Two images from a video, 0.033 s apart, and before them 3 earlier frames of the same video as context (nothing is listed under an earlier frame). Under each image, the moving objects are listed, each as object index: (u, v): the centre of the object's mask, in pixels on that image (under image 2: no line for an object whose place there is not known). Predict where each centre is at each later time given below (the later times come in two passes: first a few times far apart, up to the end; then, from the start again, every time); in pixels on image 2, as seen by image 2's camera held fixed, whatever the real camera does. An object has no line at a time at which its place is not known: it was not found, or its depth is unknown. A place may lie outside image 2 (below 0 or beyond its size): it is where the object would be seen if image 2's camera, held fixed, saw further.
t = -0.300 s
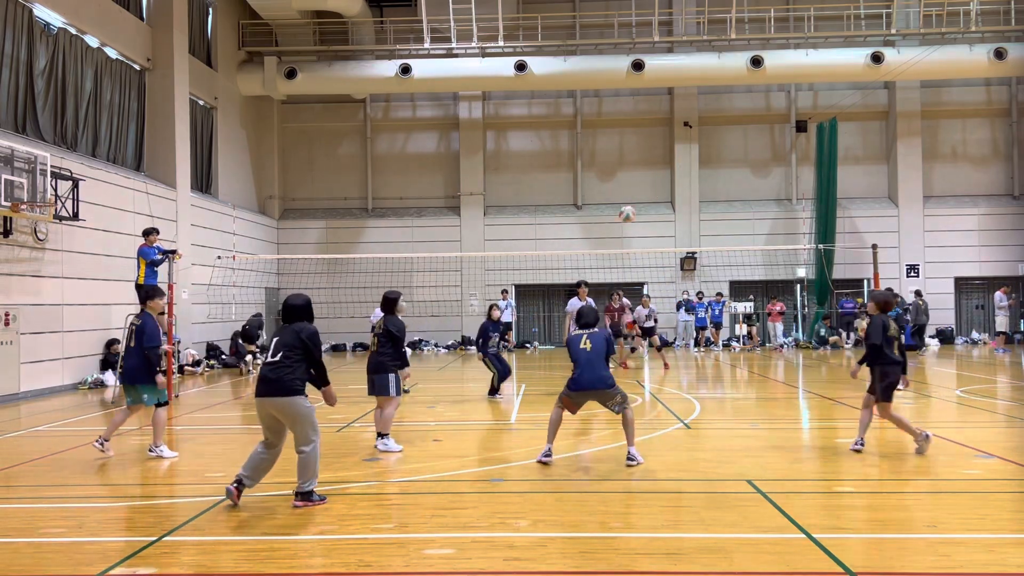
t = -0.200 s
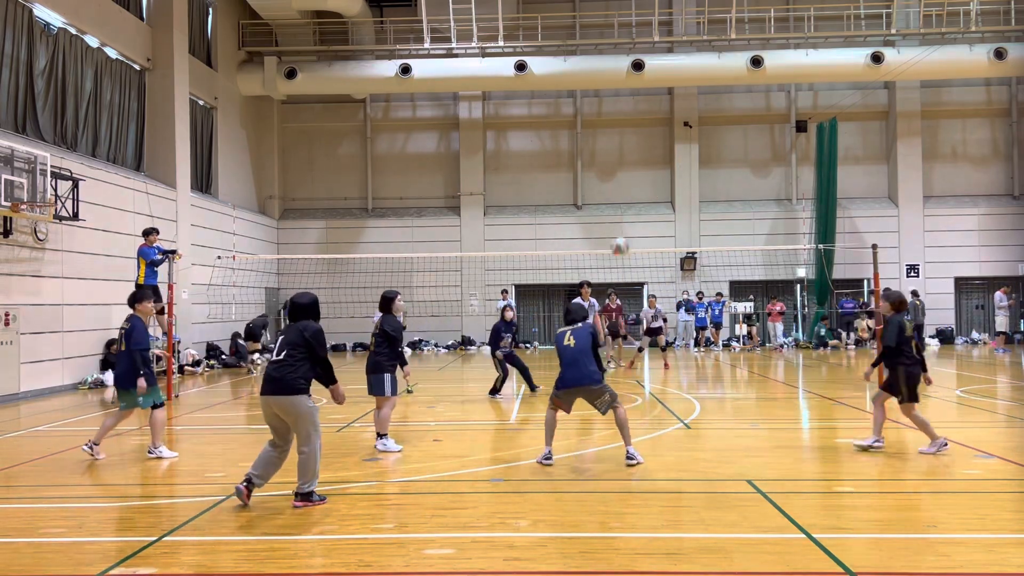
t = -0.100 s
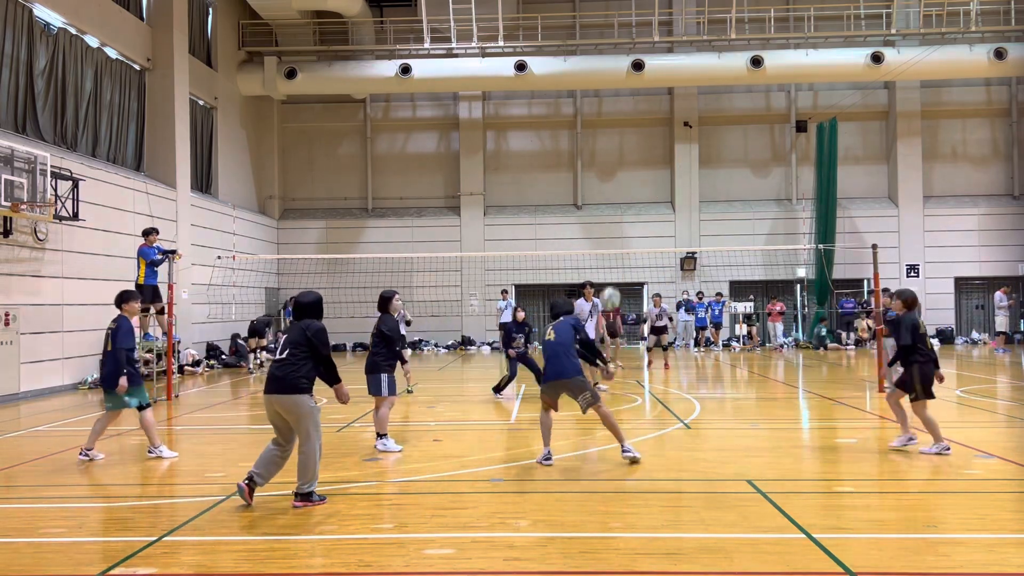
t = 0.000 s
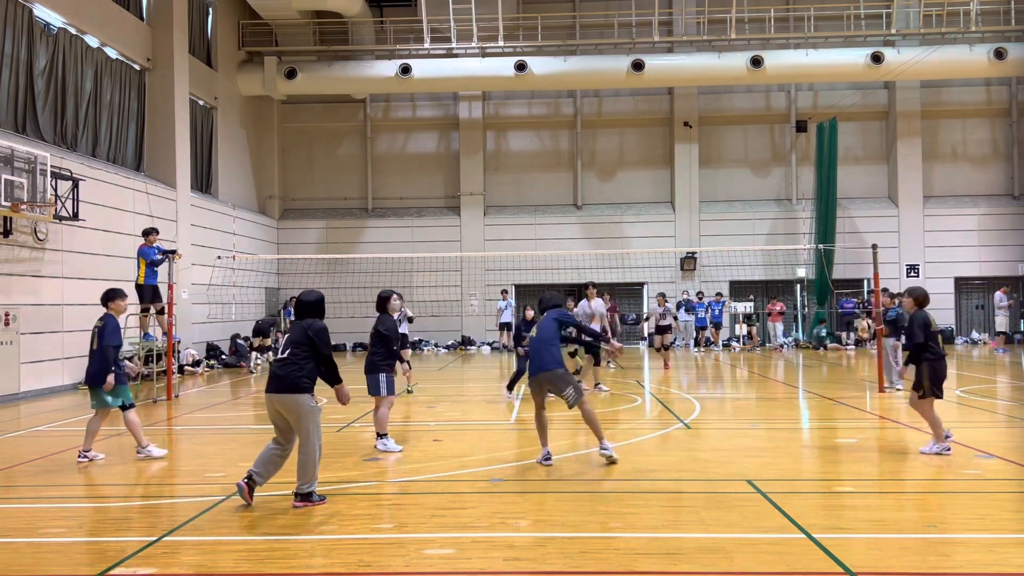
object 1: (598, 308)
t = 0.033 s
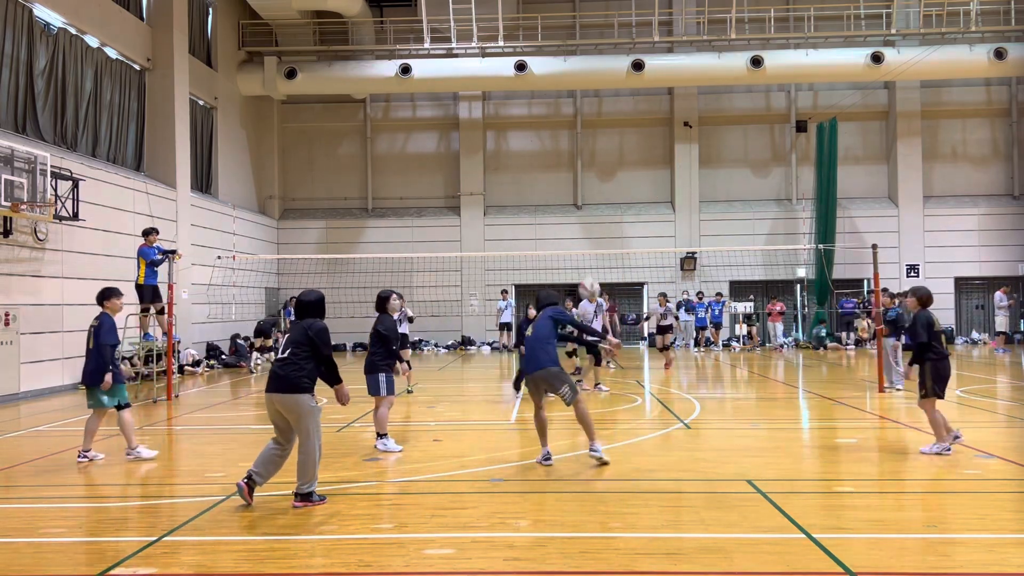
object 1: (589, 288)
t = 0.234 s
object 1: (558, 187)
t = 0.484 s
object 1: (527, 131)
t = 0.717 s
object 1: (504, 130)
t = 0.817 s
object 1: (496, 142)
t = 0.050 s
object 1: (586, 278)
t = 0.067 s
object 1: (582, 266)
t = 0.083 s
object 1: (580, 257)
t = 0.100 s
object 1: (577, 248)
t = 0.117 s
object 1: (574, 239)
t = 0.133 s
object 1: (572, 230)
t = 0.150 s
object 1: (570, 222)
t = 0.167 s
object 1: (567, 213)
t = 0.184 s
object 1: (564, 207)
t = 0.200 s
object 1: (562, 200)
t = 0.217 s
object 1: (560, 193)
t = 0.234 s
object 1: (558, 187)
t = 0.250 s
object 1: (555, 180)
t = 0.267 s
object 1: (553, 175)
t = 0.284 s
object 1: (551, 170)
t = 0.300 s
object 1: (549, 165)
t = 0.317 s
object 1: (547, 161)
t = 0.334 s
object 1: (545, 157)
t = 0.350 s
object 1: (542, 152)
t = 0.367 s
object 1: (540, 149)
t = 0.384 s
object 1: (538, 146)
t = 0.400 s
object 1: (536, 143)
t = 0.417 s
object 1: (534, 140)
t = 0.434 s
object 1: (533, 138)
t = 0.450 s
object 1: (531, 135)
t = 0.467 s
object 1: (528, 132)
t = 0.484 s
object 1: (527, 131)
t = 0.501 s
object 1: (525, 130)
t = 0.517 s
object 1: (524, 129)
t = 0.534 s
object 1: (523, 127)
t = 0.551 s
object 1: (520, 126)
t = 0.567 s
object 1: (518, 126)
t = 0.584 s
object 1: (517, 125)
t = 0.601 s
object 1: (515, 125)
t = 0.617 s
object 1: (514, 125)
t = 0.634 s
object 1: (512, 125)
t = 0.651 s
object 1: (510, 125)
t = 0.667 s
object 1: (509, 126)
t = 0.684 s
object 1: (507, 128)
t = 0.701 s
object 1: (505, 129)
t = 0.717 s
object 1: (504, 130)
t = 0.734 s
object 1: (503, 132)
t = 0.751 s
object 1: (501, 134)
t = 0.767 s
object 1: (500, 135)
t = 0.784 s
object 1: (498, 137)
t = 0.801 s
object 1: (498, 140)
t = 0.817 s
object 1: (496, 142)
